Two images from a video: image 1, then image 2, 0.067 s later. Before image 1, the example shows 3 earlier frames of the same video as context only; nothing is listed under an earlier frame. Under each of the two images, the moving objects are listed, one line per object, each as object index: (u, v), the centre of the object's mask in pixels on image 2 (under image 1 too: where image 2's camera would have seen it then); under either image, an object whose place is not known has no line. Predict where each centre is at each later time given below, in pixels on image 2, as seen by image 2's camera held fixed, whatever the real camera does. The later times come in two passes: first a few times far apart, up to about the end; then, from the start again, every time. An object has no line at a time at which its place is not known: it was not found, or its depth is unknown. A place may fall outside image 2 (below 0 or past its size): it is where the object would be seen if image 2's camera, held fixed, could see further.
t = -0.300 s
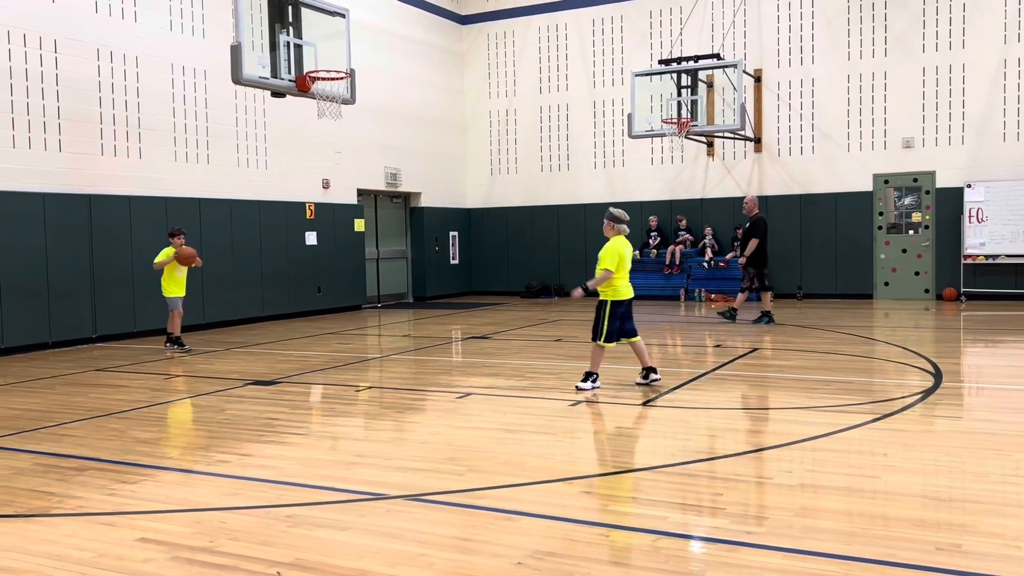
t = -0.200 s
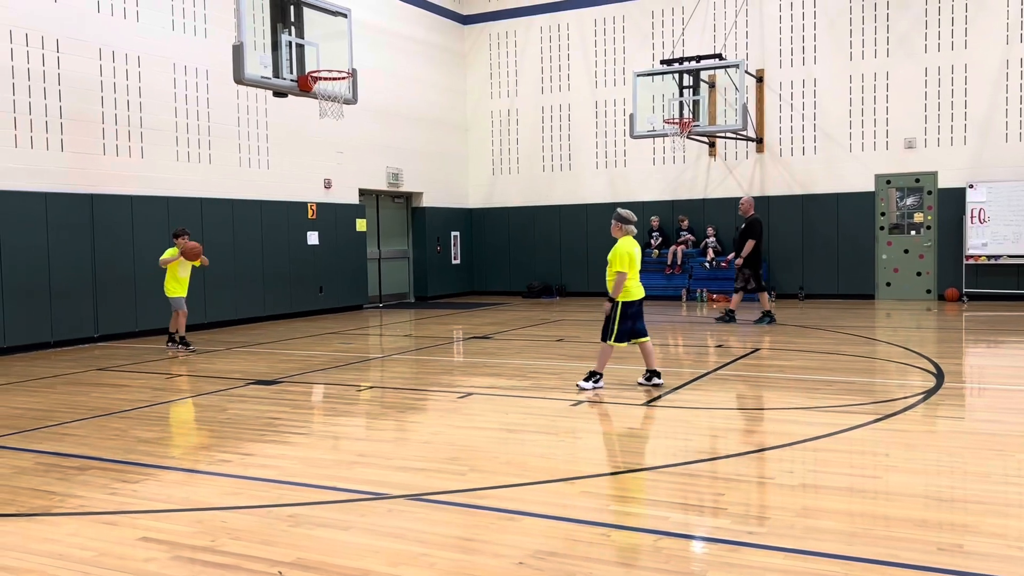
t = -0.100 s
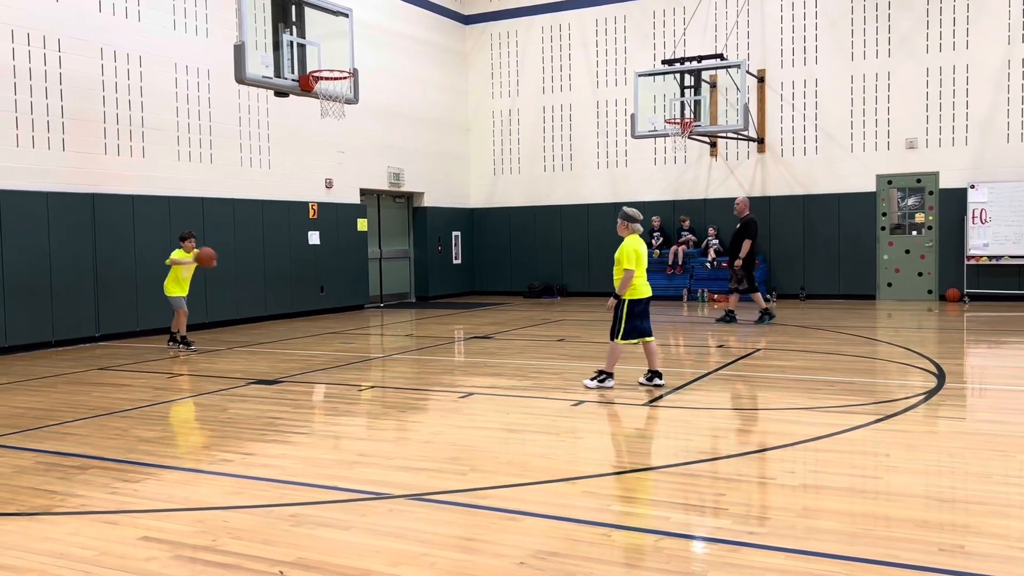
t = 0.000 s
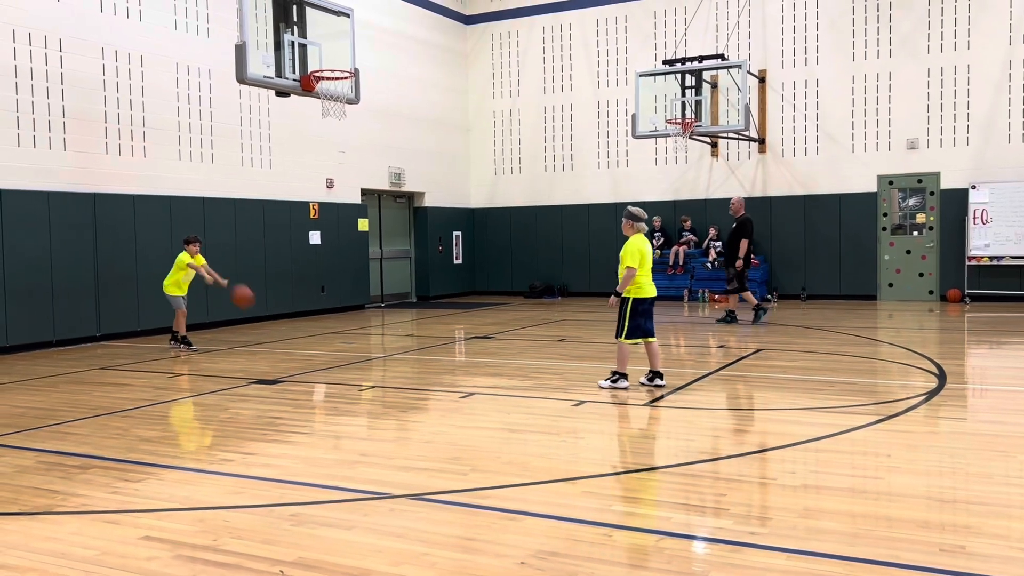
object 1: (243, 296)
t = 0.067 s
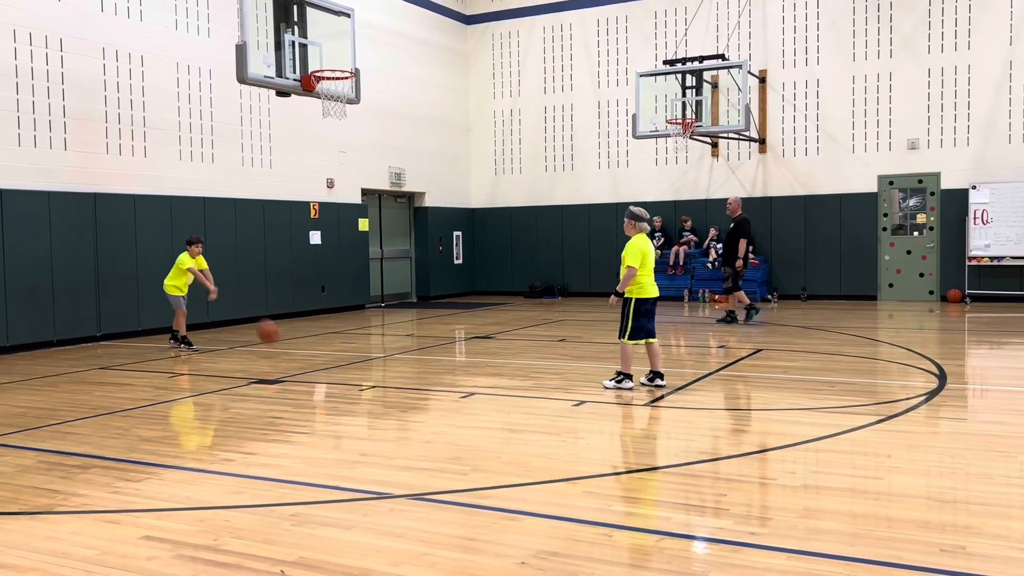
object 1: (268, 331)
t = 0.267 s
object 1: (316, 284)
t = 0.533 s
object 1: (381, 236)
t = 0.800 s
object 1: (454, 256)
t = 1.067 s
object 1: (533, 357)
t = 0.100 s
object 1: (280, 345)
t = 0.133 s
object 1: (287, 331)
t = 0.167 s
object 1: (294, 318)
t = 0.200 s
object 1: (301, 306)
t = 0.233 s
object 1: (309, 295)
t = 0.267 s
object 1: (316, 284)
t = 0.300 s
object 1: (324, 274)
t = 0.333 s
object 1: (332, 266)
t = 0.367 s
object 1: (340, 258)
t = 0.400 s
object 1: (348, 252)
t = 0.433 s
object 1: (356, 246)
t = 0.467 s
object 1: (364, 242)
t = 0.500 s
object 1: (373, 238)
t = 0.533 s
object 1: (381, 236)
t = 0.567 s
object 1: (390, 234)
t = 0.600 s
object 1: (398, 233)
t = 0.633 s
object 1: (408, 235)
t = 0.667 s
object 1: (417, 237)
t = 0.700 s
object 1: (426, 240)
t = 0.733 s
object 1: (435, 244)
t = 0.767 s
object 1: (444, 250)
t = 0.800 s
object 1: (454, 256)
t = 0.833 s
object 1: (464, 264)
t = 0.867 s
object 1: (473, 273)
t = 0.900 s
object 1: (483, 283)
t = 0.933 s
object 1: (493, 295)
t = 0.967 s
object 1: (503, 308)
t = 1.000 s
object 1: (513, 323)
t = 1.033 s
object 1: (523, 340)
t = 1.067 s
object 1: (533, 357)
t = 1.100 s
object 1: (544, 361)
